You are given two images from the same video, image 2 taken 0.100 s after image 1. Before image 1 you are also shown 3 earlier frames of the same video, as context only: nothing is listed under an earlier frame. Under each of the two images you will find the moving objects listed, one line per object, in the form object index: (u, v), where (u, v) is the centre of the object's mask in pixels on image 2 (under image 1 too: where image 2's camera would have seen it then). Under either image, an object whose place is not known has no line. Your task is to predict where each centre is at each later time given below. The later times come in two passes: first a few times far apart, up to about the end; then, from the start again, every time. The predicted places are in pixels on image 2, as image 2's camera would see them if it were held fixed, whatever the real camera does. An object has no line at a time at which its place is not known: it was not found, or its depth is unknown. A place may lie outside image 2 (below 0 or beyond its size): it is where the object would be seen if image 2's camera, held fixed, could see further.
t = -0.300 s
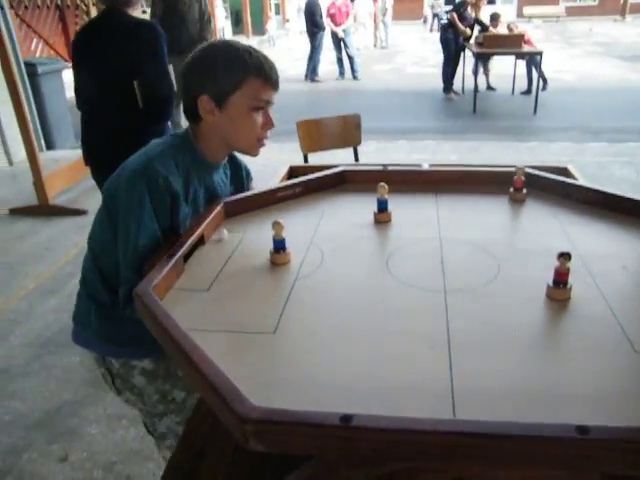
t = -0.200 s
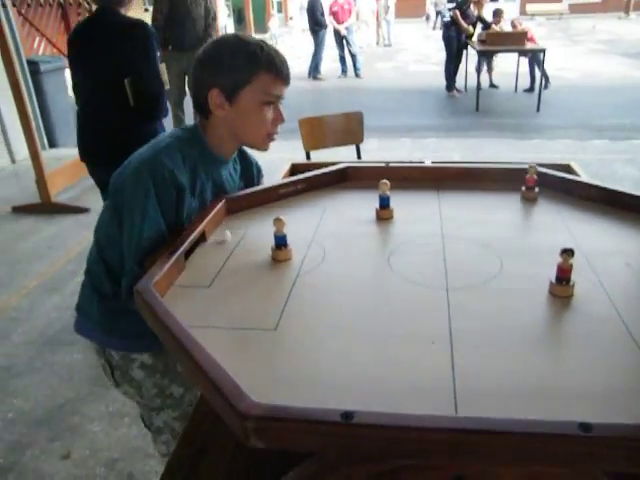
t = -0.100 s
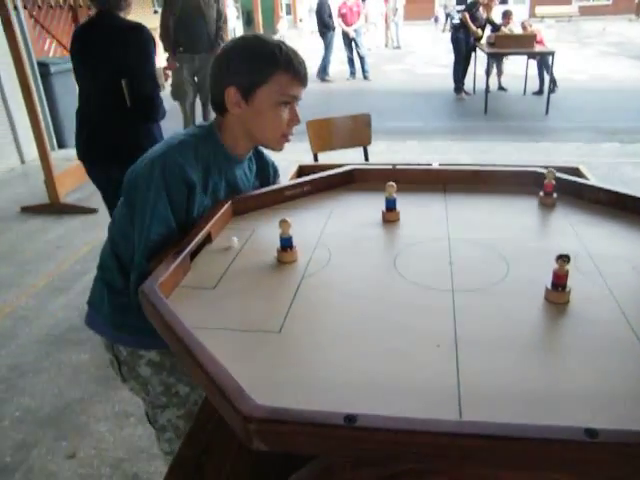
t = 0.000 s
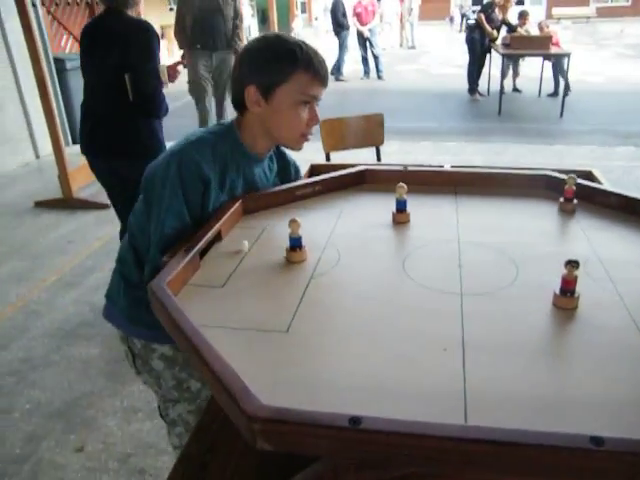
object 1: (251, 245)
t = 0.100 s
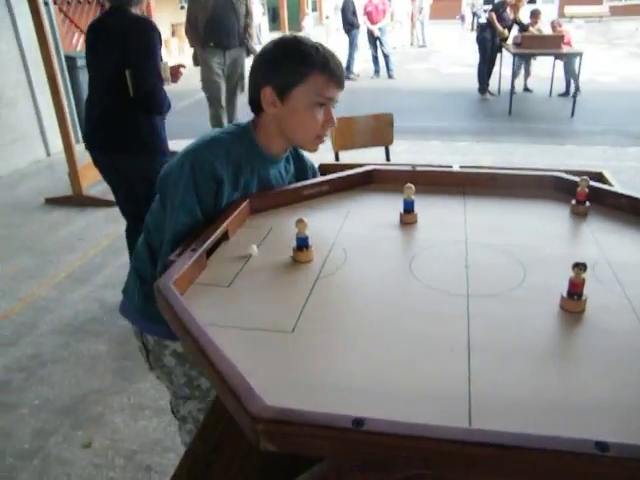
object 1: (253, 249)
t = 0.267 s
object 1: (255, 259)
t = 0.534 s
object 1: (262, 273)
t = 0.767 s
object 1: (267, 288)
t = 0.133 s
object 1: (253, 251)
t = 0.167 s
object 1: (253, 253)
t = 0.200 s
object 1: (254, 255)
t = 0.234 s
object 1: (254, 256)
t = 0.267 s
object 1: (255, 259)
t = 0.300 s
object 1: (254, 261)
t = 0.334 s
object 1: (254, 262)
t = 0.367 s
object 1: (254, 265)
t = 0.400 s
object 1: (259, 266)
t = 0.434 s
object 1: (259, 268)
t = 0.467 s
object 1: (260, 269)
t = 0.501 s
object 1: (261, 272)
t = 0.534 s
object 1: (262, 273)
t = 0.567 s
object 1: (263, 276)
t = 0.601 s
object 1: (264, 277)
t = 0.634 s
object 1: (265, 279)
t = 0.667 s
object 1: (265, 282)
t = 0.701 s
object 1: (266, 283)
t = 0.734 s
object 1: (266, 286)
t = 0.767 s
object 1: (267, 288)
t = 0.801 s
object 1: (267, 291)
